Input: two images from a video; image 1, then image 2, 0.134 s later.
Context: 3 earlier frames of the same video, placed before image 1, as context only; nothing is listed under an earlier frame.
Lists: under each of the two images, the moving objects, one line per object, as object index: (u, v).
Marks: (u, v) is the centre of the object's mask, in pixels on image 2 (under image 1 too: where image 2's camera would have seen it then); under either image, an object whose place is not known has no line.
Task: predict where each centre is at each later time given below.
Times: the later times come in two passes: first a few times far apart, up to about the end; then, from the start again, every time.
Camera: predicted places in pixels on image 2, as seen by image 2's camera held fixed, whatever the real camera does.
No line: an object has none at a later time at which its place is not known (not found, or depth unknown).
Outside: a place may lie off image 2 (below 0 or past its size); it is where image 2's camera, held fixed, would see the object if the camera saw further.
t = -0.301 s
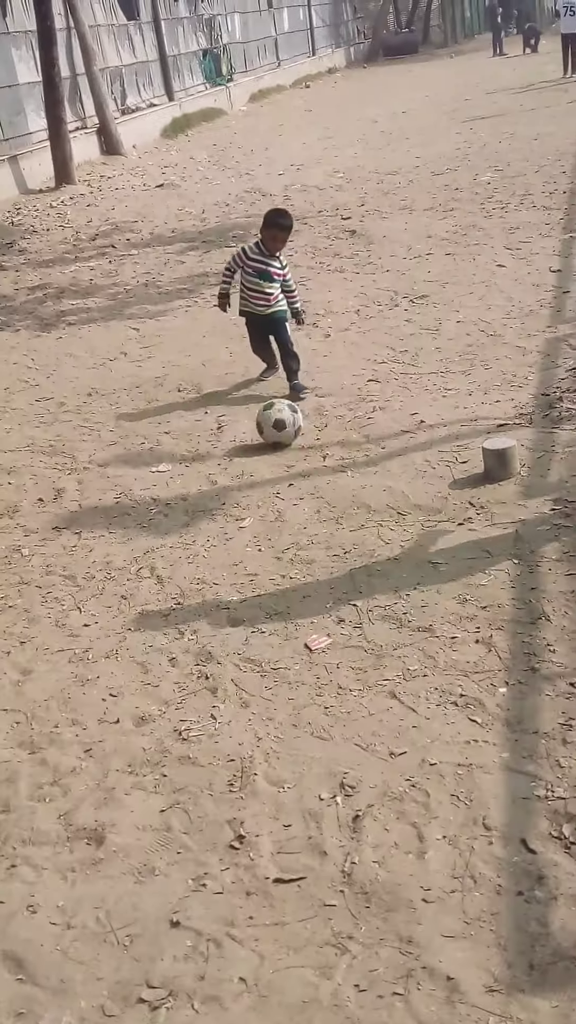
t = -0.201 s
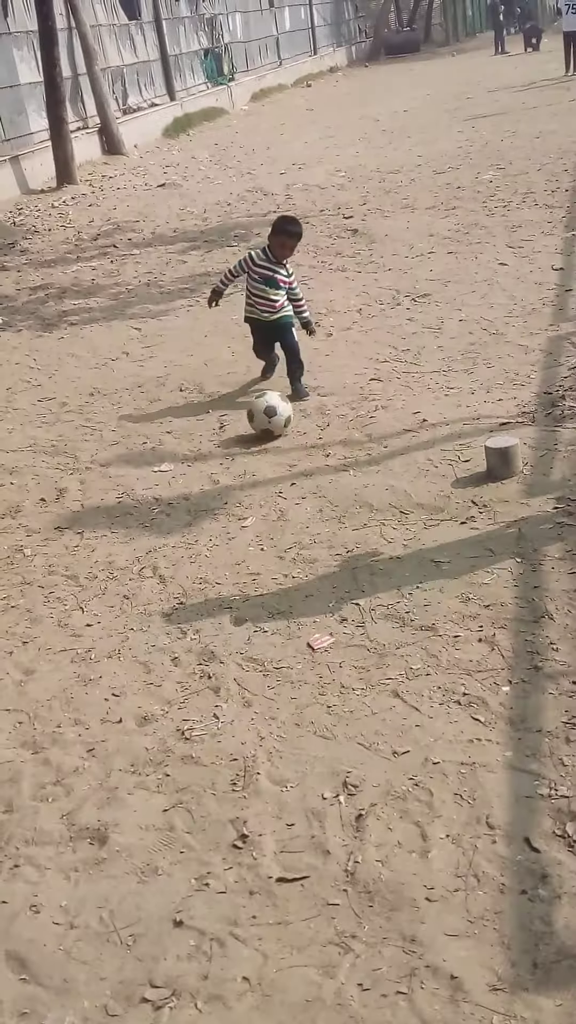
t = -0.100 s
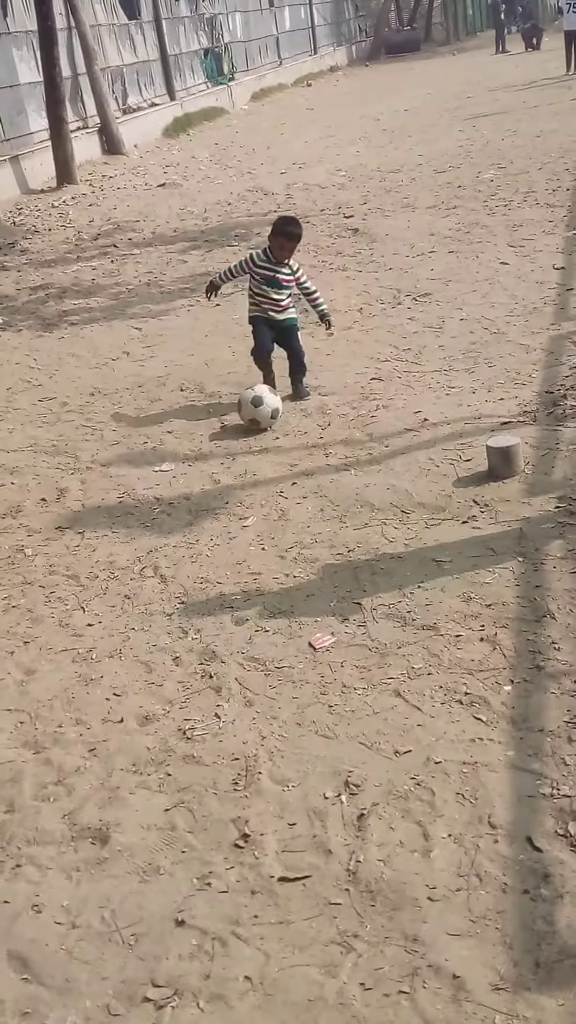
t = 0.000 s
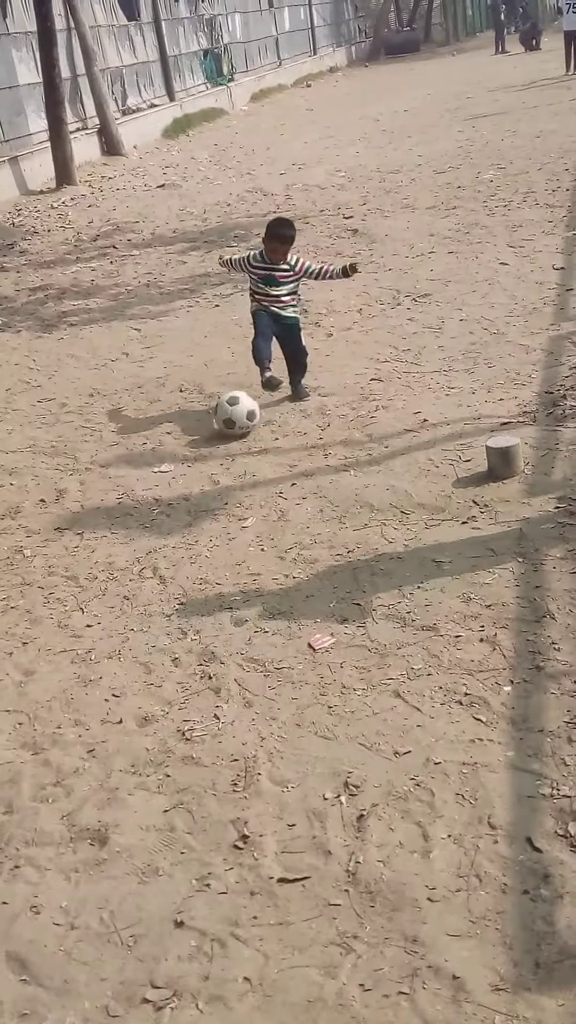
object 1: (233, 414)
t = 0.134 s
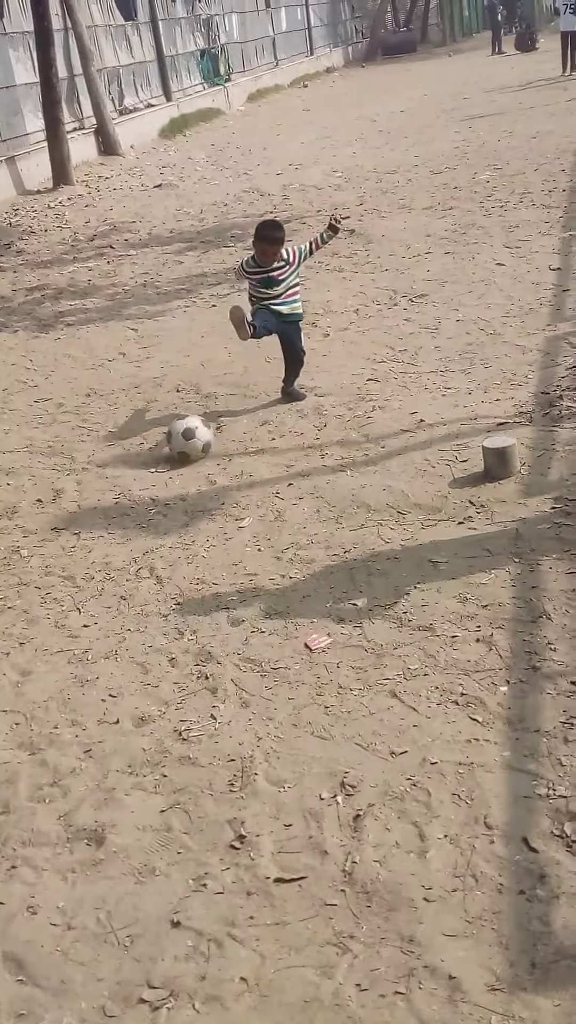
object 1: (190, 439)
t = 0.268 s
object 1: (161, 450)
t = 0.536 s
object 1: (114, 468)
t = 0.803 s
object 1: (73, 482)
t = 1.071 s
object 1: (35, 495)
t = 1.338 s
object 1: (12, 506)
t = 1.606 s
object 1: (9, 515)
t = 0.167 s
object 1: (182, 442)
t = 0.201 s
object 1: (174, 443)
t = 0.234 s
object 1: (168, 446)
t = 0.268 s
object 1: (161, 450)
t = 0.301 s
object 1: (154, 453)
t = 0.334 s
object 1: (147, 455)
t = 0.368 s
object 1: (140, 457)
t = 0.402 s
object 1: (134, 459)
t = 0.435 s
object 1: (129, 461)
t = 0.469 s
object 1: (124, 462)
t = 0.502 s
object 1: (119, 465)
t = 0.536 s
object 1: (114, 468)
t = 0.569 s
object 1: (108, 470)
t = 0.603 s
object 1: (102, 471)
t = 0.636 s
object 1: (97, 473)
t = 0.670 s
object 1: (93, 475)
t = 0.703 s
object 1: (87, 475)
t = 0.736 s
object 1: (81, 477)
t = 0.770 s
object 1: (77, 480)
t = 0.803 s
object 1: (73, 482)
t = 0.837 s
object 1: (68, 483)
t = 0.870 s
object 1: (63, 484)
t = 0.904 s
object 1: (58, 486)
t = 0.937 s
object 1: (54, 489)
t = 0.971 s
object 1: (49, 490)
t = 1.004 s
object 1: (44, 491)
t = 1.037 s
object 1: (40, 493)
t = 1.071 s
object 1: (35, 495)
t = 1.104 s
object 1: (29, 497)
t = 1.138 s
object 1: (26, 499)
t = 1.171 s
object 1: (22, 500)
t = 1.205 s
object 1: (20, 501)
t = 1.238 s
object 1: (18, 502)
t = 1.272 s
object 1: (15, 503)
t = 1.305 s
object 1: (14, 504)
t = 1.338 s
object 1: (12, 506)
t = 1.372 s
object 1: (10, 508)
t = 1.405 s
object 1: (10, 509)
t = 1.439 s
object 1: (10, 510)
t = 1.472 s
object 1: (12, 511)
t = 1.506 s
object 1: (11, 513)
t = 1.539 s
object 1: (12, 513)
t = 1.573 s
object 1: (11, 515)
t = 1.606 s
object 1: (9, 515)
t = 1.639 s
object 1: (10, 515)
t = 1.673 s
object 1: (11, 516)
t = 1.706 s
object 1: (13, 516)
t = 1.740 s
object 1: (14, 516)
